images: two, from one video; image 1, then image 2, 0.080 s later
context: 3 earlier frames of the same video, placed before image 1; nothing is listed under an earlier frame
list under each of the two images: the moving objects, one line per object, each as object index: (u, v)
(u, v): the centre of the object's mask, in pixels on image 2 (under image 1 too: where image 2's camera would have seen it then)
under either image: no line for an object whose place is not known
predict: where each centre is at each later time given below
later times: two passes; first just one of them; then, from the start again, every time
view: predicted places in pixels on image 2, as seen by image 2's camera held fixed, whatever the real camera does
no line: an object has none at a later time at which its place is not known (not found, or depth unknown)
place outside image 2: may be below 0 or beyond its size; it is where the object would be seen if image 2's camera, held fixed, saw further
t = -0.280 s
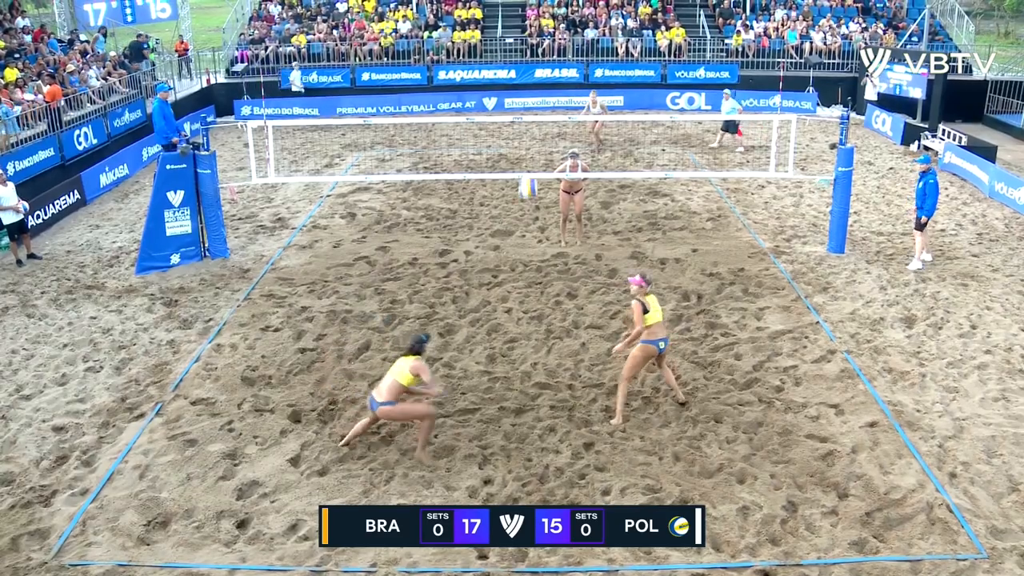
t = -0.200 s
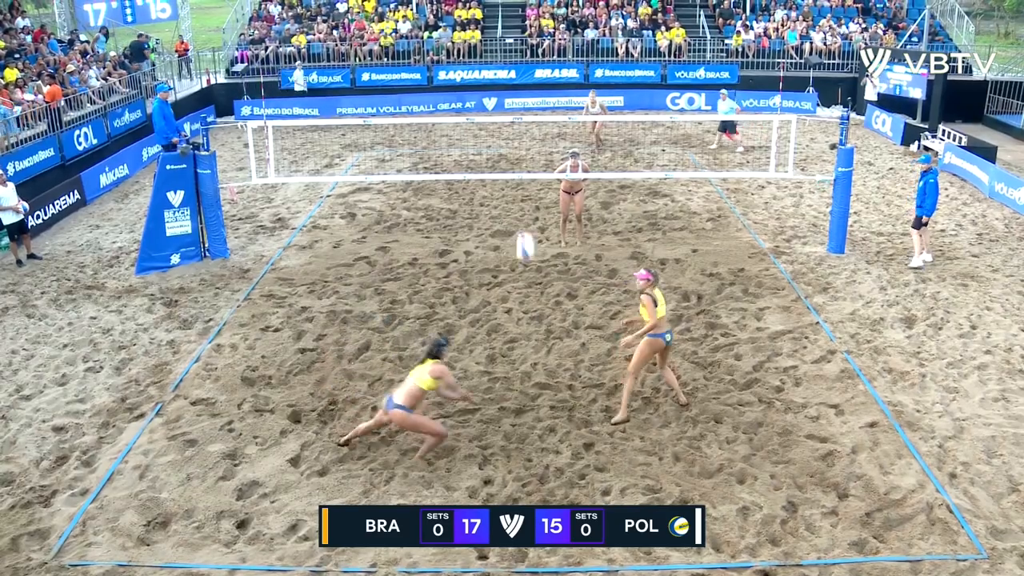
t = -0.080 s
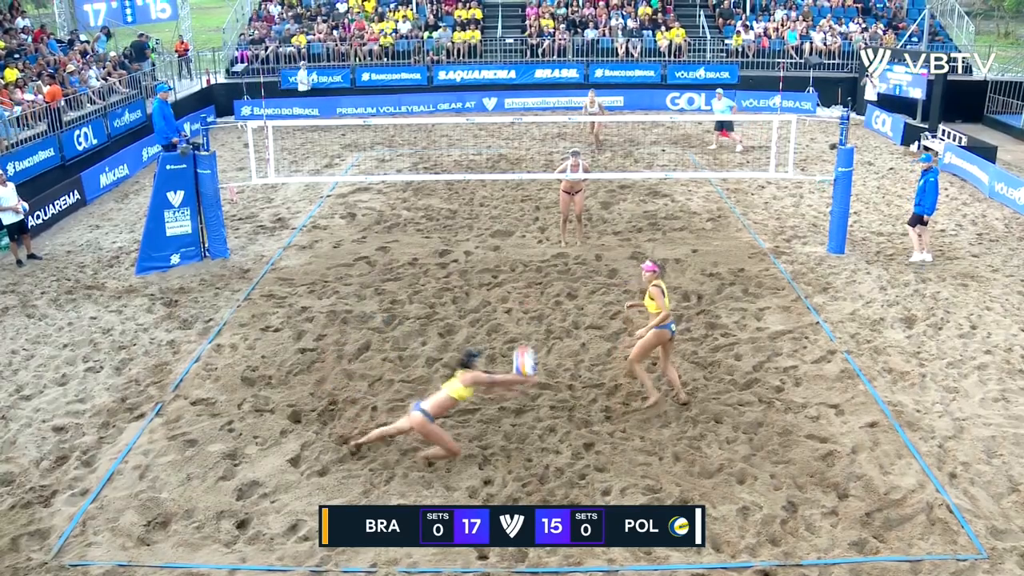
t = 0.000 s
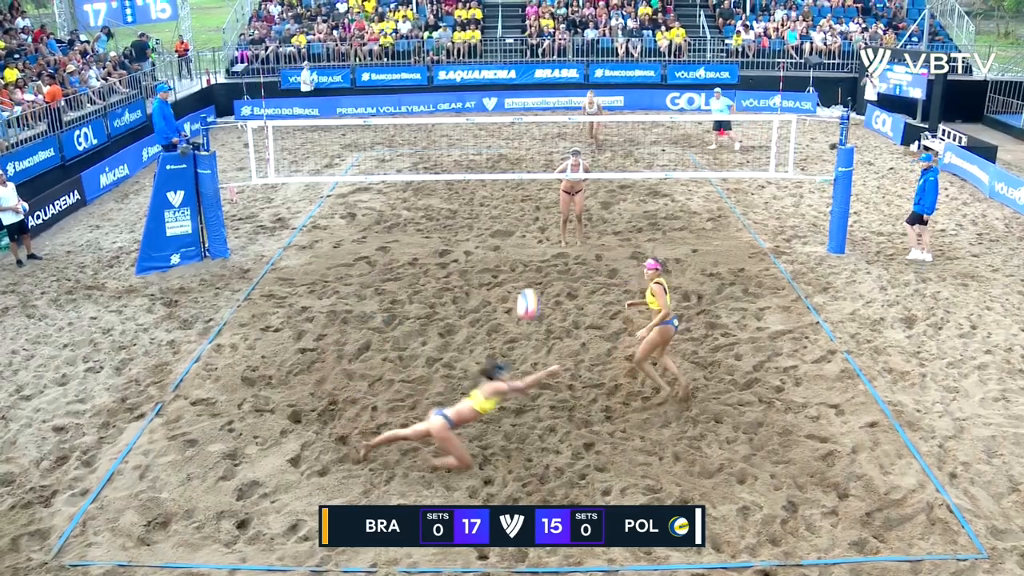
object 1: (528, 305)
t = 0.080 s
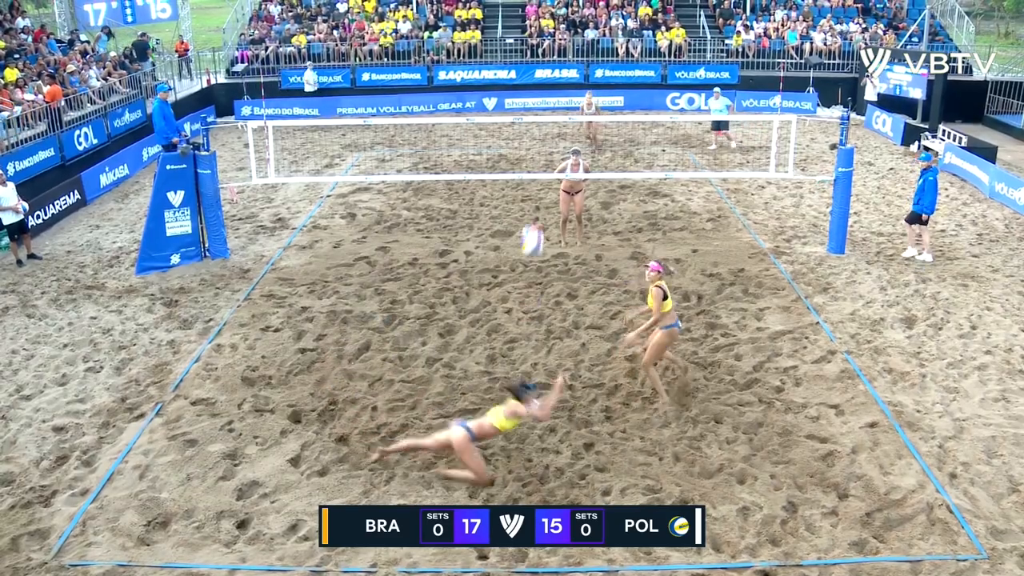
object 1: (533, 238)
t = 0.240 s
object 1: (538, 131)
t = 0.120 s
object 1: (534, 209)
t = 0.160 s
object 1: (534, 181)
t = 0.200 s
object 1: (536, 154)
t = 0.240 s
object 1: (538, 131)
